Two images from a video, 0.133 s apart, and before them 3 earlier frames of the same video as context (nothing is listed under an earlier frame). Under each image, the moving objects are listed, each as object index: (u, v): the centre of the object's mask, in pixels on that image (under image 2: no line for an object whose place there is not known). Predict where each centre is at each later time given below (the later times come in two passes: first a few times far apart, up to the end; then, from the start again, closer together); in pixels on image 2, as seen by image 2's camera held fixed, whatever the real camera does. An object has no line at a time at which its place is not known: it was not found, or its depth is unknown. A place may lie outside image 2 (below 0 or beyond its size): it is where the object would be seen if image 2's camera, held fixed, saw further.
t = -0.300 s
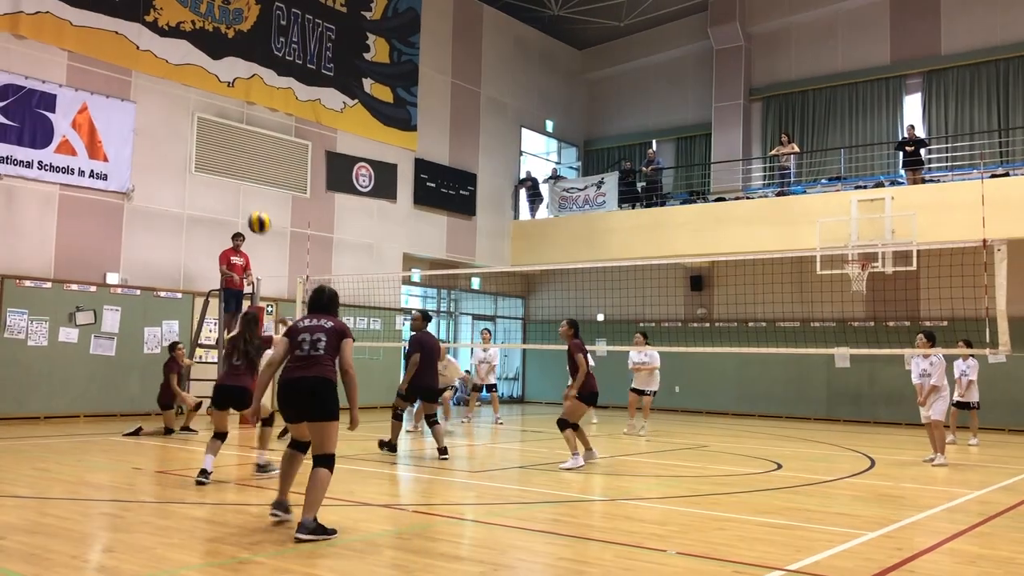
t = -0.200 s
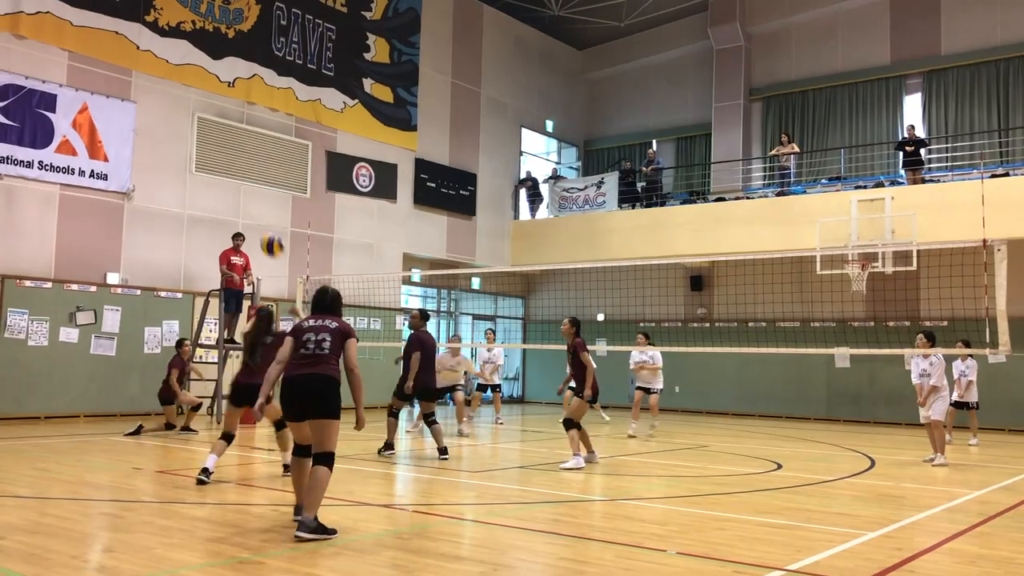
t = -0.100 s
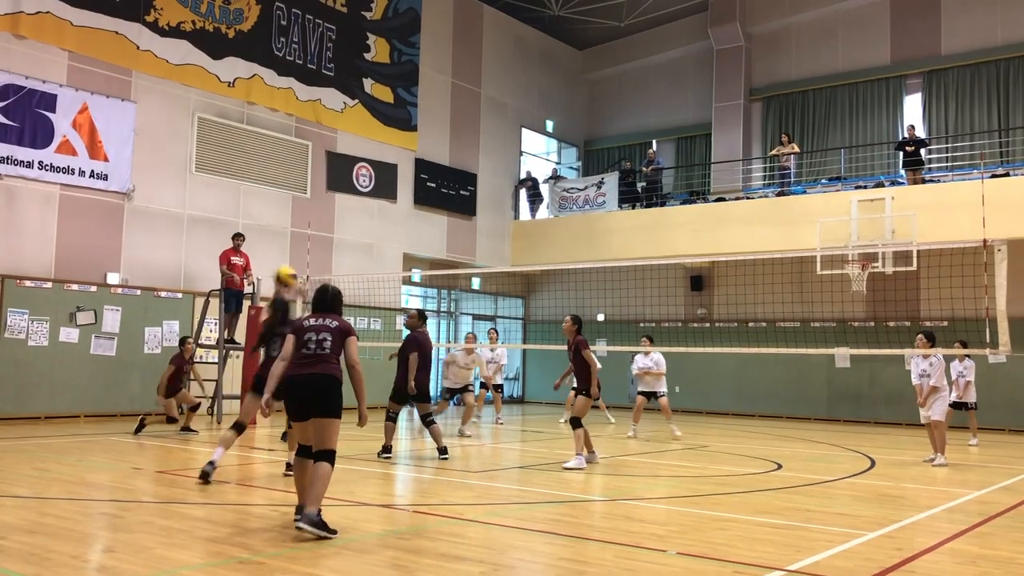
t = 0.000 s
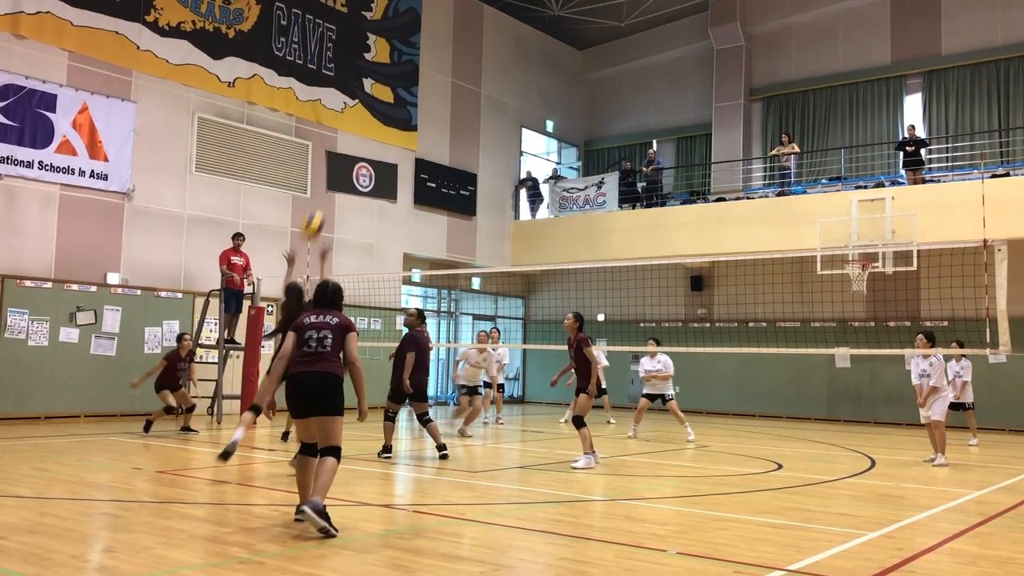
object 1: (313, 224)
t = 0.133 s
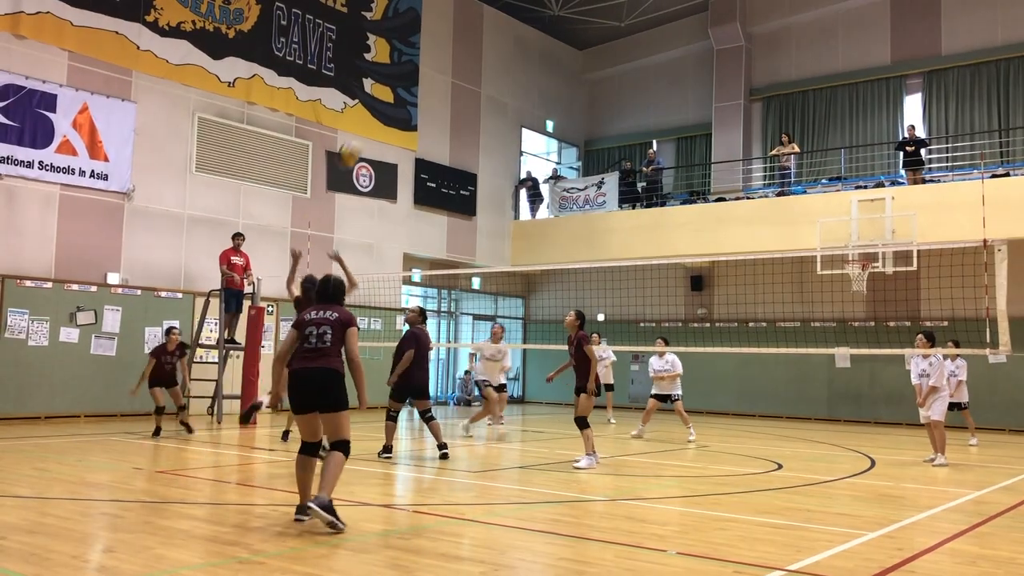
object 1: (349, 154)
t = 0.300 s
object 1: (392, 93)
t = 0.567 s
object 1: (449, 59)
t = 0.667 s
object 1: (471, 64)
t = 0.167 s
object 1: (358, 139)
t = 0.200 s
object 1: (367, 123)
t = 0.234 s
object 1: (375, 110)
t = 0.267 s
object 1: (384, 103)
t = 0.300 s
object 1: (392, 93)
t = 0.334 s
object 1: (399, 86)
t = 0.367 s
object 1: (407, 78)
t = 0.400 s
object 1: (415, 71)
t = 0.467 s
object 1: (429, 64)
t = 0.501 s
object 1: (437, 61)
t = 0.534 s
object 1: (443, 60)
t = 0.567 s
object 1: (449, 59)
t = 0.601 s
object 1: (457, 60)
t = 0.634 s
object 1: (464, 61)
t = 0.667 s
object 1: (471, 64)
